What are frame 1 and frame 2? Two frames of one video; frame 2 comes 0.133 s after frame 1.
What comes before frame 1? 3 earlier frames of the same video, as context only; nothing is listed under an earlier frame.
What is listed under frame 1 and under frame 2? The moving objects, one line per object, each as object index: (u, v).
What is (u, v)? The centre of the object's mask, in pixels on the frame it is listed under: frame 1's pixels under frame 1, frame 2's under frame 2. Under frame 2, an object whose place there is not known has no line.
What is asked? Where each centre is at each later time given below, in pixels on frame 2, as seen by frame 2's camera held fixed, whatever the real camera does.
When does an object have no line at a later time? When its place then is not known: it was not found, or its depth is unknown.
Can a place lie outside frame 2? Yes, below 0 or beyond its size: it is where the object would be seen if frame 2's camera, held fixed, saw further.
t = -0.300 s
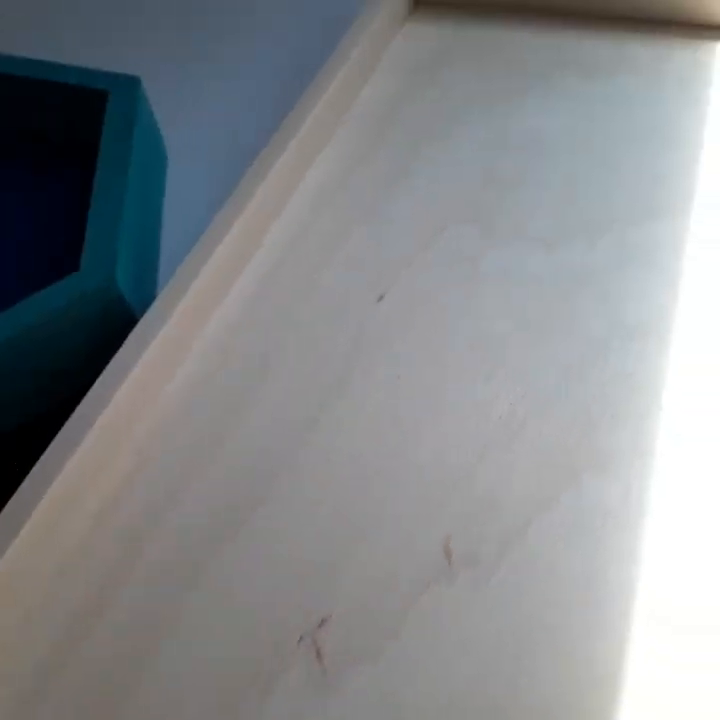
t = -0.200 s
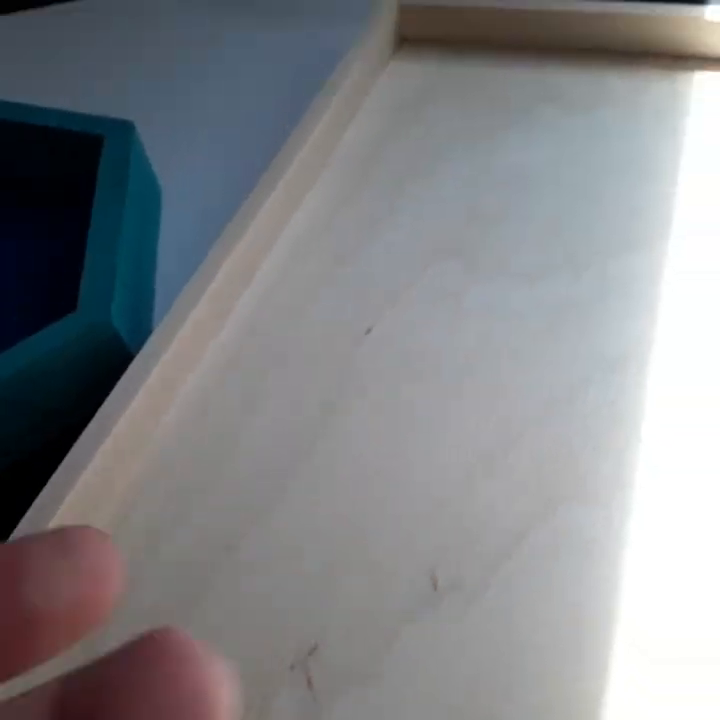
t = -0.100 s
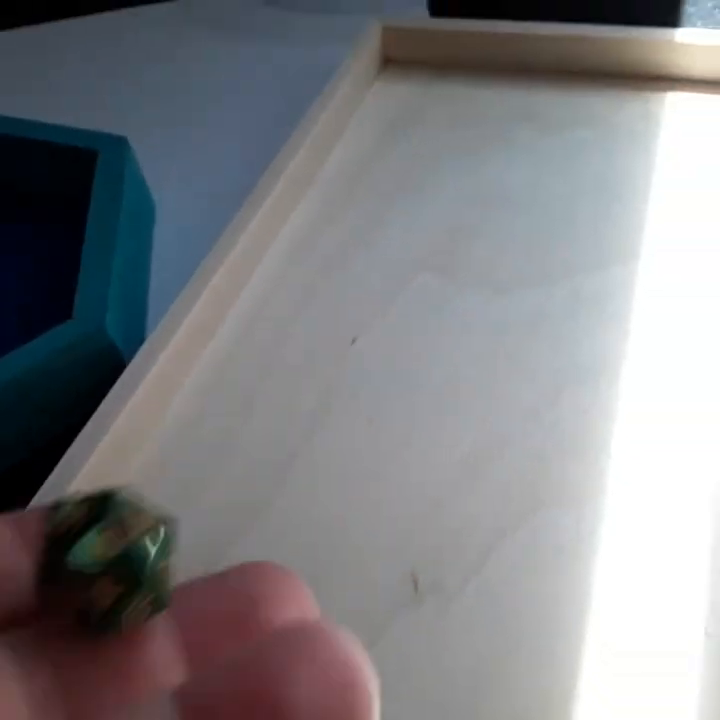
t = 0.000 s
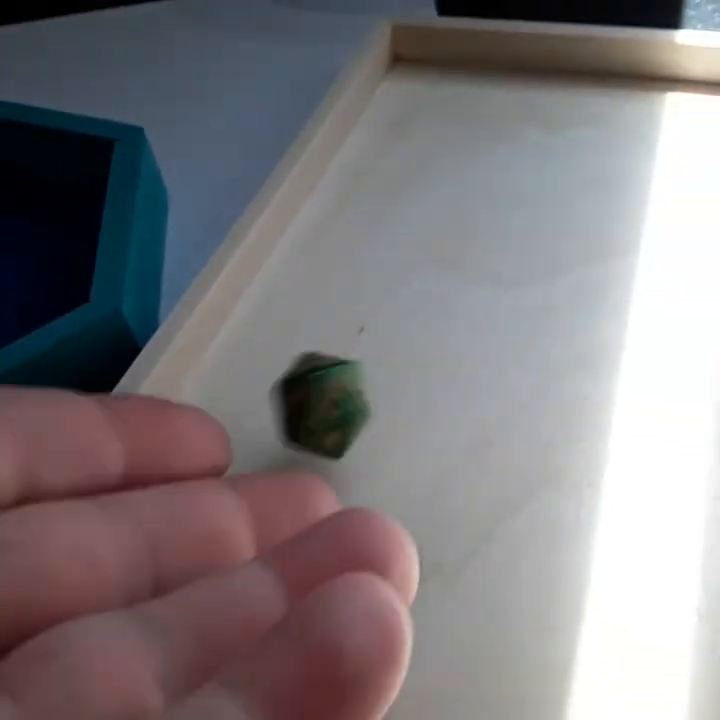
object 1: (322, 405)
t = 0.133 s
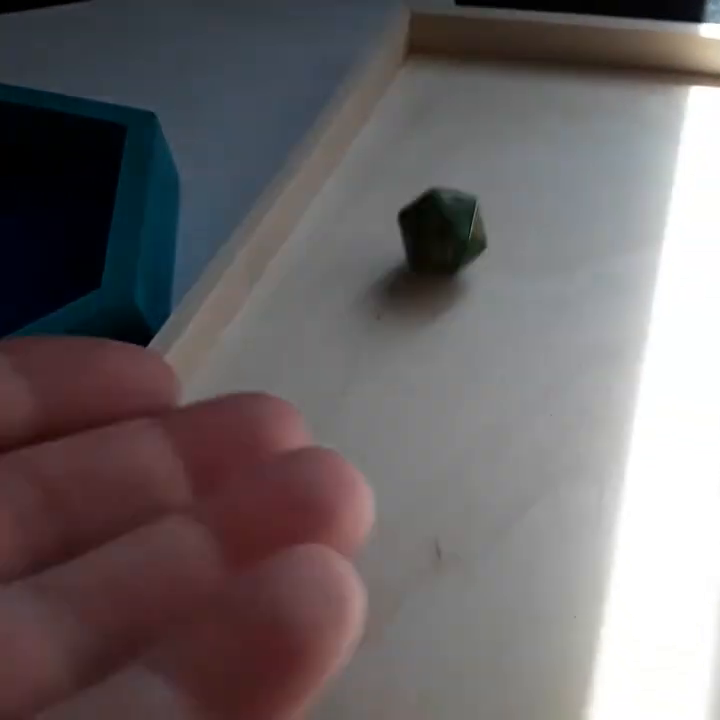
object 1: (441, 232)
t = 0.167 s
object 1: (452, 210)
